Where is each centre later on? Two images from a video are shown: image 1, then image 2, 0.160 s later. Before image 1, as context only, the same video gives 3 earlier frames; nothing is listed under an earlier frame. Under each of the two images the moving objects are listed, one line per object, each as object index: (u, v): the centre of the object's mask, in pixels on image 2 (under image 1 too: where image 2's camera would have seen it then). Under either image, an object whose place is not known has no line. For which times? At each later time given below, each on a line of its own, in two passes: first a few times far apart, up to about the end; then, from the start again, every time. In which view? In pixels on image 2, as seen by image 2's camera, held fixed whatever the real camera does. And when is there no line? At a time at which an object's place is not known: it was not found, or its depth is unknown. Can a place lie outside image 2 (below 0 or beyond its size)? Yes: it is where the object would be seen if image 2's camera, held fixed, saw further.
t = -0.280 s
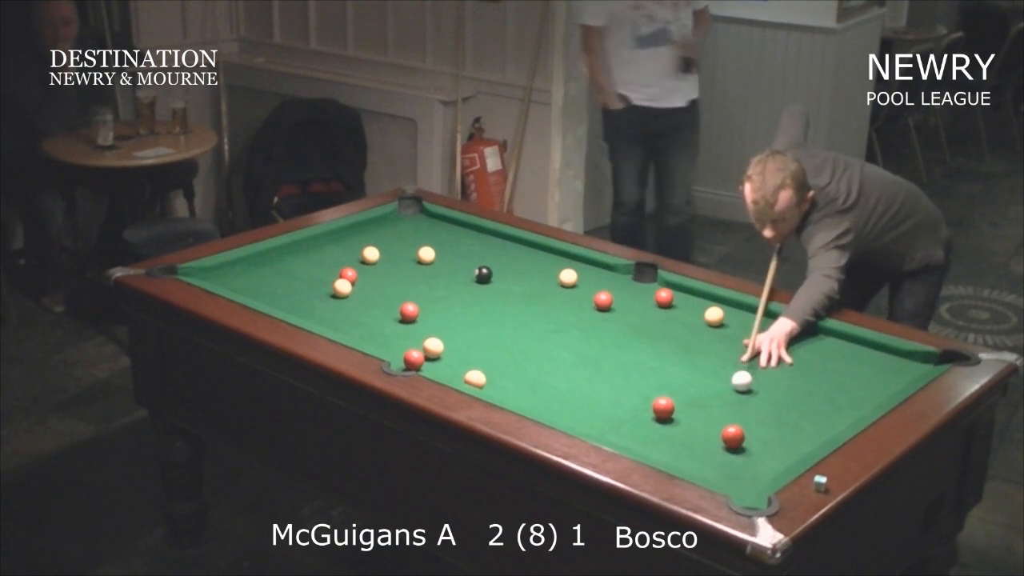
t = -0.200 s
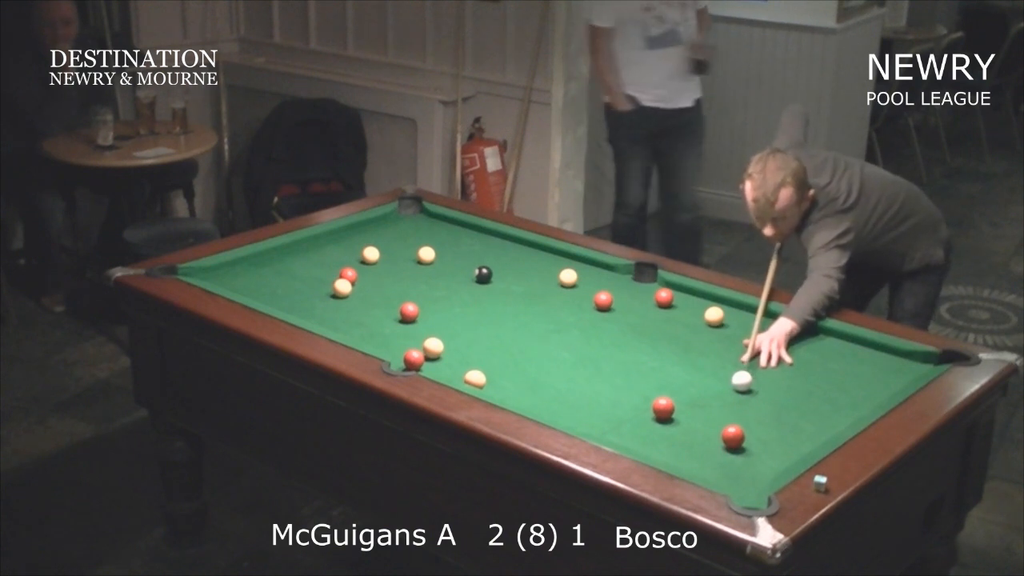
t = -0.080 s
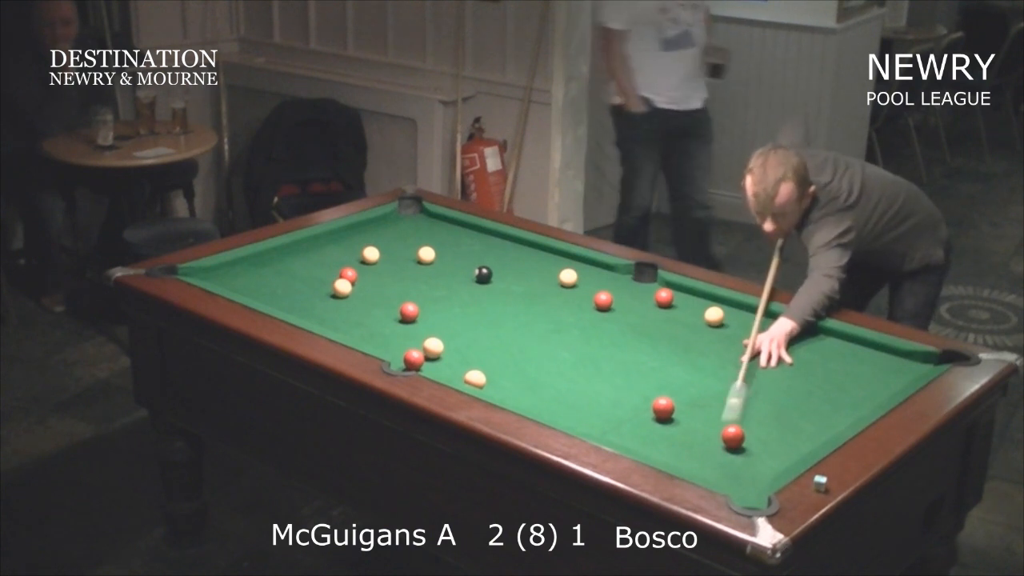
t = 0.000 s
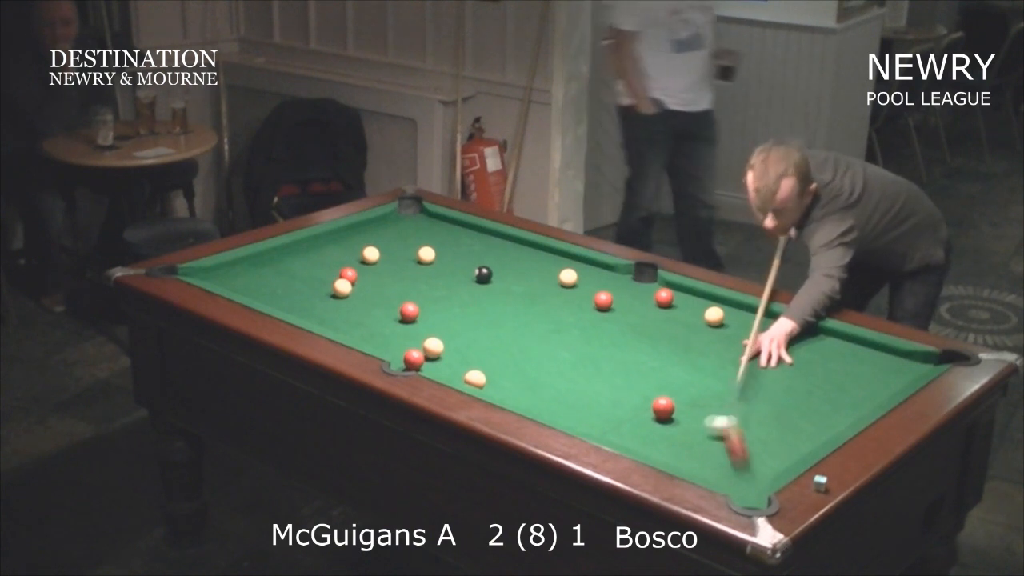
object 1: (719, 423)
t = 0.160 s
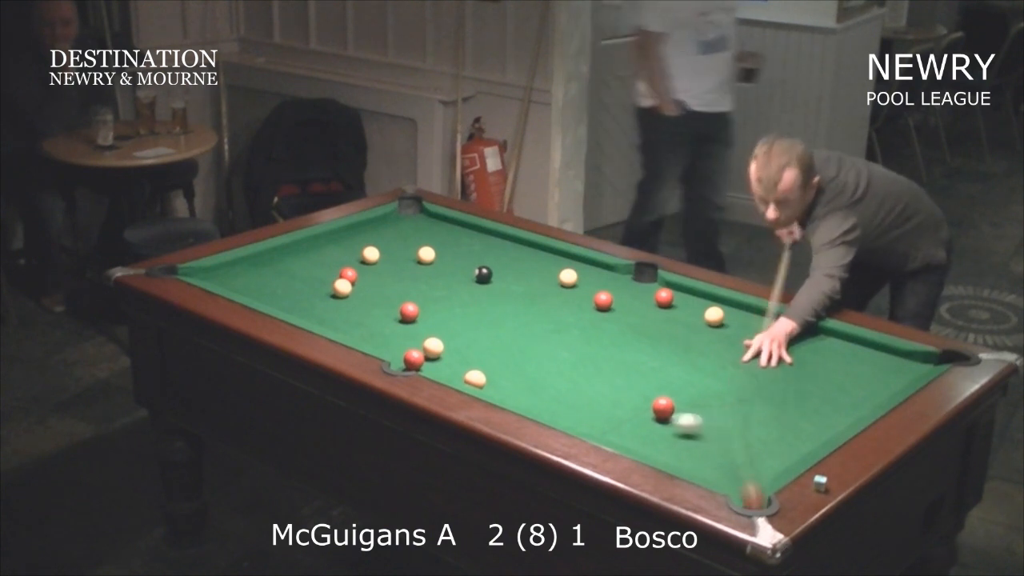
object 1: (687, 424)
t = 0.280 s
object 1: (662, 422)
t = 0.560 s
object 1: (609, 419)
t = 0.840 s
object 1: (562, 412)
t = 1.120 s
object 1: (538, 403)
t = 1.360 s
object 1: (528, 395)
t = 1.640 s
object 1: (519, 386)
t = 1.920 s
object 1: (512, 378)
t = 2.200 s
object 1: (506, 371)
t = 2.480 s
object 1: (502, 367)
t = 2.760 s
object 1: (499, 364)
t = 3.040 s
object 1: (497, 363)
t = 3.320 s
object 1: (497, 362)
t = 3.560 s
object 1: (497, 363)
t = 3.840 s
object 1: (497, 363)
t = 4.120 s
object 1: (497, 363)
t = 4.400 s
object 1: (497, 363)
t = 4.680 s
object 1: (497, 363)
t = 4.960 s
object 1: (497, 363)
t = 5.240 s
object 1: (497, 363)
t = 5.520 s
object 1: (497, 363)
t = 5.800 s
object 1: (497, 363)
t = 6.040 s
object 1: (497, 363)
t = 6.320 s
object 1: (497, 362)
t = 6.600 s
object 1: (497, 363)
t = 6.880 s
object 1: (497, 362)
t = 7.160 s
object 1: (497, 362)
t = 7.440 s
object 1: (497, 362)
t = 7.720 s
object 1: (497, 362)
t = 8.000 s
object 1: (497, 362)
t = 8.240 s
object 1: (497, 362)
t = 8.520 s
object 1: (497, 362)
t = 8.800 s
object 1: (497, 362)
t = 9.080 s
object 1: (497, 362)
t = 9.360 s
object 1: (497, 362)
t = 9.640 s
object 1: (497, 362)
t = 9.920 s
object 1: (497, 362)
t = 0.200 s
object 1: (679, 423)
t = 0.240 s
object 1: (671, 423)
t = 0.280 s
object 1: (662, 422)
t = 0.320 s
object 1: (653, 422)
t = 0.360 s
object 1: (646, 421)
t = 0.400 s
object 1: (639, 420)
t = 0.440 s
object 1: (631, 420)
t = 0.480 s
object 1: (624, 419)
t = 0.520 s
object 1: (616, 419)
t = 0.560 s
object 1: (609, 419)
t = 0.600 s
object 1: (602, 418)
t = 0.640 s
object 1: (595, 418)
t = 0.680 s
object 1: (589, 417)
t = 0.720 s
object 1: (582, 416)
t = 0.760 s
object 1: (576, 415)
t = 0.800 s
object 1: (569, 414)
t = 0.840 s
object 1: (562, 412)
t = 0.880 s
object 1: (556, 411)
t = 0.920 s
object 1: (550, 410)
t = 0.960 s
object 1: (546, 409)
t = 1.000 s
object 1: (544, 407)
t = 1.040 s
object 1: (542, 406)
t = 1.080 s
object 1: (540, 404)
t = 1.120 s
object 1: (538, 403)
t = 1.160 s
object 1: (537, 402)
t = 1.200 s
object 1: (536, 401)
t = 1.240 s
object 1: (534, 399)
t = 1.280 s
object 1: (532, 398)
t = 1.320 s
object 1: (530, 397)
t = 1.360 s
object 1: (528, 395)
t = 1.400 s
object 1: (527, 394)
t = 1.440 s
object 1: (525, 392)
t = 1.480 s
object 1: (524, 391)
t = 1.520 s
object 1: (523, 390)
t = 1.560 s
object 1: (521, 389)
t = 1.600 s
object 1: (520, 387)
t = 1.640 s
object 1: (519, 386)
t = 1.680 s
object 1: (518, 385)
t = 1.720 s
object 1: (517, 383)
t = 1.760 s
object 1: (516, 382)
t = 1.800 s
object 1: (515, 381)
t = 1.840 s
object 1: (514, 380)
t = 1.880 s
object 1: (512, 379)
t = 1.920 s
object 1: (512, 378)
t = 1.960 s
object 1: (511, 376)
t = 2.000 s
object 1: (510, 375)
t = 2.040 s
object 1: (509, 375)
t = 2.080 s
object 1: (508, 374)
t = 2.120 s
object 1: (507, 373)
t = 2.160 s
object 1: (507, 372)
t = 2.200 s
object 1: (506, 371)
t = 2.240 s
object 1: (505, 371)
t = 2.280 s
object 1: (505, 370)
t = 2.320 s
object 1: (504, 369)
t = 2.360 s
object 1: (503, 369)
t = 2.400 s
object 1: (503, 368)
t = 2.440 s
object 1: (502, 368)
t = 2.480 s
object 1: (502, 367)
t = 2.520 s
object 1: (501, 367)
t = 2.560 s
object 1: (501, 366)
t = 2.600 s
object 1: (500, 366)
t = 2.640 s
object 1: (500, 365)
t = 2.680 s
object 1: (499, 365)
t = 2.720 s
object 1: (499, 365)
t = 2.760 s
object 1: (499, 364)
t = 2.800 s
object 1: (498, 364)
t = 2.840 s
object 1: (498, 364)
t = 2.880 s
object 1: (498, 363)
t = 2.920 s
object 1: (498, 363)
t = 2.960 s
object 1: (498, 363)
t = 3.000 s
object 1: (497, 363)
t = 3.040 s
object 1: (497, 363)
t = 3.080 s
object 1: (497, 363)
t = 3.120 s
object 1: (497, 363)
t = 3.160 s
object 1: (497, 363)
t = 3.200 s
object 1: (497, 363)
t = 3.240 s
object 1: (497, 363)
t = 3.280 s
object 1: (497, 362)
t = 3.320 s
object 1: (497, 362)
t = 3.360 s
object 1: (497, 363)
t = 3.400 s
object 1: (497, 363)
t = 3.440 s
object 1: (497, 363)
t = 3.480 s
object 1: (497, 363)
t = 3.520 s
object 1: (497, 363)
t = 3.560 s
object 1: (497, 363)
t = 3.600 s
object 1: (497, 363)
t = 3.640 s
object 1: (497, 363)
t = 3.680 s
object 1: (497, 363)
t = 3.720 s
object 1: (497, 363)
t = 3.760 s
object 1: (497, 363)
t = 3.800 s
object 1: (497, 363)
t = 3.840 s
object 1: (497, 363)
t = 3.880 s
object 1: (497, 363)
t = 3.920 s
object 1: (497, 363)
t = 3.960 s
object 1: (497, 363)
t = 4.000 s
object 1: (497, 363)
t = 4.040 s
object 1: (497, 363)
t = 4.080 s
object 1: (497, 363)
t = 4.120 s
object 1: (497, 363)
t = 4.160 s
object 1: (497, 363)
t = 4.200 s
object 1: (497, 363)
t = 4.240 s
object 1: (497, 363)
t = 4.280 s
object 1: (497, 363)
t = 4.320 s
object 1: (497, 362)
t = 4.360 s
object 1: (497, 363)
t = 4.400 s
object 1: (497, 363)
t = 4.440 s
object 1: (497, 363)
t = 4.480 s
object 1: (497, 363)
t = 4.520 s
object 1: (497, 363)
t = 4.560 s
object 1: (497, 363)
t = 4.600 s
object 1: (497, 362)
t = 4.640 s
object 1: (497, 363)
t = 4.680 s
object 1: (497, 363)
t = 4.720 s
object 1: (497, 363)
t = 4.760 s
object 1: (497, 363)
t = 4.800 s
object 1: (497, 363)
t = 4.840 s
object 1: (497, 363)
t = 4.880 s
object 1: (497, 363)
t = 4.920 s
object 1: (497, 362)
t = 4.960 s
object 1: (497, 363)
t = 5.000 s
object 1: (497, 362)
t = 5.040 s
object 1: (497, 362)
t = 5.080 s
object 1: (497, 363)
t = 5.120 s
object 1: (497, 363)
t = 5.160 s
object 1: (497, 363)
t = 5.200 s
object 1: (497, 363)
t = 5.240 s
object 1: (497, 363)
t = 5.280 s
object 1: (497, 363)
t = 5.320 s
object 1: (497, 363)
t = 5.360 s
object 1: (497, 362)
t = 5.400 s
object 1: (497, 362)
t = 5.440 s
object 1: (497, 362)
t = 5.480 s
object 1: (497, 363)
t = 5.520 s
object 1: (497, 363)
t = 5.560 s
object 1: (497, 363)
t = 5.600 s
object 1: (497, 363)
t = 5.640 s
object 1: (497, 363)
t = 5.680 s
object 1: (497, 363)
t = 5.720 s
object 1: (497, 363)
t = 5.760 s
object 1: (497, 363)
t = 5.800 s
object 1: (497, 363)
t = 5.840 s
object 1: (497, 363)
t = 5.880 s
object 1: (497, 362)
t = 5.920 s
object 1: (497, 363)
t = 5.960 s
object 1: (497, 362)
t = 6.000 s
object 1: (497, 363)
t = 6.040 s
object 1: (497, 363)
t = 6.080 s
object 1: (497, 363)
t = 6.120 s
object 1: (497, 363)
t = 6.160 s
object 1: (497, 363)
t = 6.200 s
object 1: (497, 363)
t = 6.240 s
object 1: (497, 362)
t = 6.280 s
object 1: (497, 363)
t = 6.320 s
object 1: (497, 362)
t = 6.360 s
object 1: (497, 363)
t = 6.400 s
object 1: (497, 363)
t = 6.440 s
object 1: (497, 363)
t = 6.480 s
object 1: (497, 363)
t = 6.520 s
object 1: (497, 363)
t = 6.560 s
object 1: (497, 363)
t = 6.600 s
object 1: (497, 363)
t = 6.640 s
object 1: (497, 363)
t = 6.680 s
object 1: (497, 363)
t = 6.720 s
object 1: (497, 362)
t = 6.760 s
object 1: (497, 362)
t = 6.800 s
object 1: (497, 362)
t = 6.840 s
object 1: (497, 362)
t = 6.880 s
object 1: (497, 362)
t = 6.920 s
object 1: (497, 362)
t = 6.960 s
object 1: (497, 362)
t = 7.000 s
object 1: (497, 362)
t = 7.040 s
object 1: (497, 362)
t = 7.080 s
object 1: (497, 362)
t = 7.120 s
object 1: (497, 362)
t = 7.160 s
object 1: (497, 362)
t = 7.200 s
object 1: (497, 362)
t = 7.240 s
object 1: (497, 362)
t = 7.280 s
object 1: (497, 362)
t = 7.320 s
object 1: (497, 362)
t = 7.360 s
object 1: (497, 362)
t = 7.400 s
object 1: (497, 362)
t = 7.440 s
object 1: (497, 362)
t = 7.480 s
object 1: (497, 362)
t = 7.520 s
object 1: (497, 362)
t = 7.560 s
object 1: (497, 362)
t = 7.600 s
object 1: (497, 362)
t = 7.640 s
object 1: (497, 362)
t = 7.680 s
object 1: (497, 362)
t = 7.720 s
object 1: (497, 362)
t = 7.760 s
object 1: (497, 362)
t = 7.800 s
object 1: (497, 362)
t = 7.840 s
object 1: (497, 362)
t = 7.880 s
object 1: (497, 362)
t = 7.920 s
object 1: (497, 362)
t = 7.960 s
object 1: (497, 362)
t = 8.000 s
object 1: (497, 362)
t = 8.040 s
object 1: (497, 362)
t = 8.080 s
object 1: (497, 362)
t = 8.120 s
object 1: (497, 362)
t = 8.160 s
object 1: (497, 362)
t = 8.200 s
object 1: (497, 362)
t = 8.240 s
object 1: (497, 362)
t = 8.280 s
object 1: (497, 362)
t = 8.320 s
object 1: (497, 362)
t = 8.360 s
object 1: (497, 362)
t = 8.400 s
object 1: (497, 362)
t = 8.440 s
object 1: (497, 362)
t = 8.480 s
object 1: (497, 362)
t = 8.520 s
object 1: (497, 362)
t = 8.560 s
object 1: (497, 362)
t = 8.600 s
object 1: (497, 362)
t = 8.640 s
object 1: (497, 362)
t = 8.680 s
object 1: (497, 362)
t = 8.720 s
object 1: (497, 362)
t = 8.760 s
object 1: (497, 362)
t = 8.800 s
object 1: (497, 362)
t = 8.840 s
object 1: (497, 362)
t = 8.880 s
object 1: (497, 362)
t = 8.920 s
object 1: (497, 362)
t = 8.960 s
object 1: (497, 362)
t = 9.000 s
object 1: (497, 362)
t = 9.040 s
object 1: (497, 362)
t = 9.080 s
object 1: (497, 362)
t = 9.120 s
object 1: (497, 362)
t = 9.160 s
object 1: (497, 362)
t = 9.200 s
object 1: (497, 362)
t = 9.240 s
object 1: (497, 362)
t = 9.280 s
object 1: (497, 362)
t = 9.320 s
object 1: (497, 362)
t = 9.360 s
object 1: (497, 362)
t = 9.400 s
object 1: (497, 362)
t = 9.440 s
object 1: (497, 362)
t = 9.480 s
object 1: (497, 362)
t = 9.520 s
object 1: (497, 362)
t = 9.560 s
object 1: (497, 362)
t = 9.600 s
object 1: (497, 362)
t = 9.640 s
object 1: (497, 362)
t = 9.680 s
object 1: (497, 362)
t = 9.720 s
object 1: (497, 362)
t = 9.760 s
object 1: (497, 362)
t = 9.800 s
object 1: (497, 362)
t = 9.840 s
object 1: (497, 362)
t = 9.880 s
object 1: (497, 362)
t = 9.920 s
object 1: (497, 362)
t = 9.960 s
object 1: (497, 362)
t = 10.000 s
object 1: (497, 362)
